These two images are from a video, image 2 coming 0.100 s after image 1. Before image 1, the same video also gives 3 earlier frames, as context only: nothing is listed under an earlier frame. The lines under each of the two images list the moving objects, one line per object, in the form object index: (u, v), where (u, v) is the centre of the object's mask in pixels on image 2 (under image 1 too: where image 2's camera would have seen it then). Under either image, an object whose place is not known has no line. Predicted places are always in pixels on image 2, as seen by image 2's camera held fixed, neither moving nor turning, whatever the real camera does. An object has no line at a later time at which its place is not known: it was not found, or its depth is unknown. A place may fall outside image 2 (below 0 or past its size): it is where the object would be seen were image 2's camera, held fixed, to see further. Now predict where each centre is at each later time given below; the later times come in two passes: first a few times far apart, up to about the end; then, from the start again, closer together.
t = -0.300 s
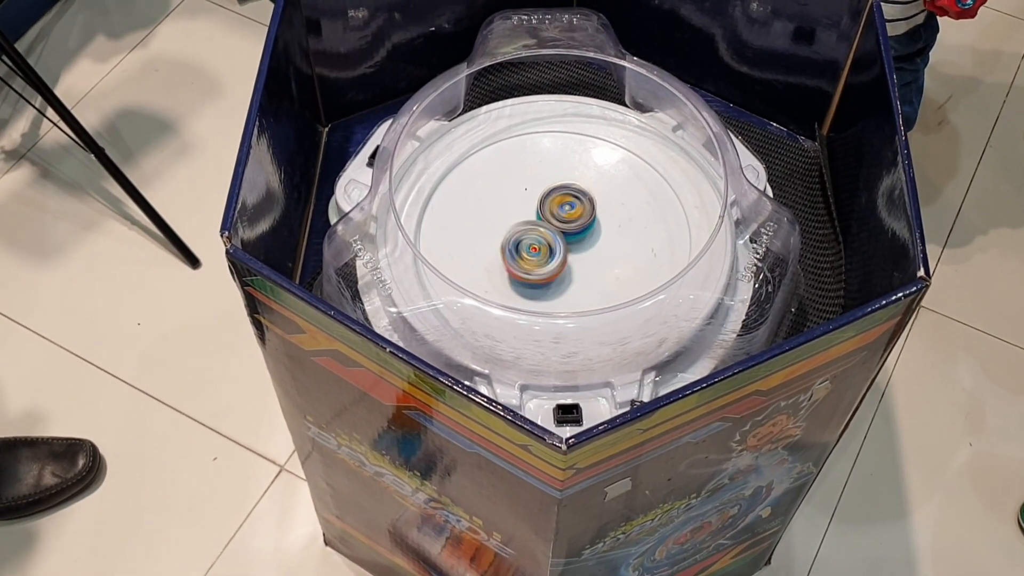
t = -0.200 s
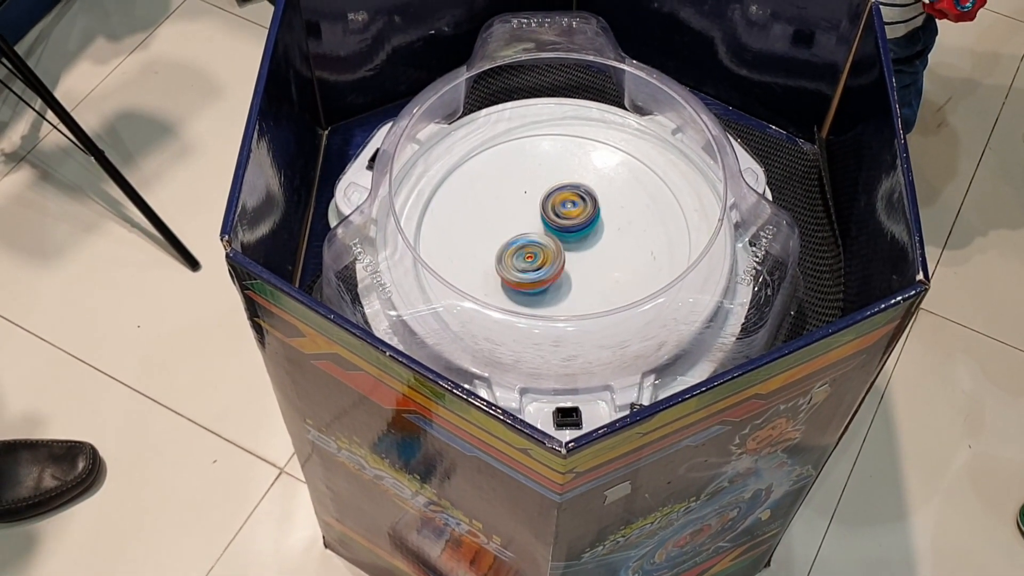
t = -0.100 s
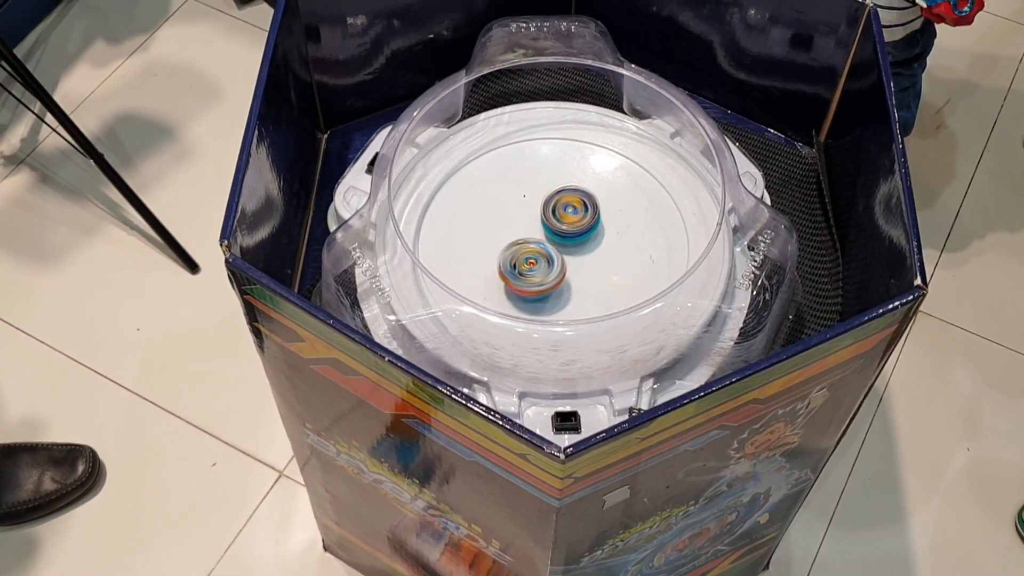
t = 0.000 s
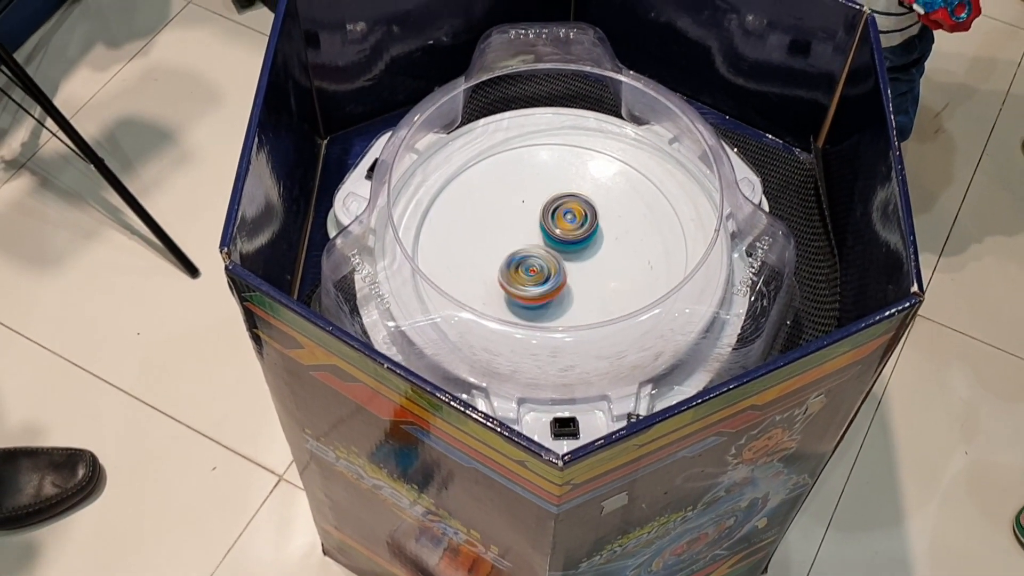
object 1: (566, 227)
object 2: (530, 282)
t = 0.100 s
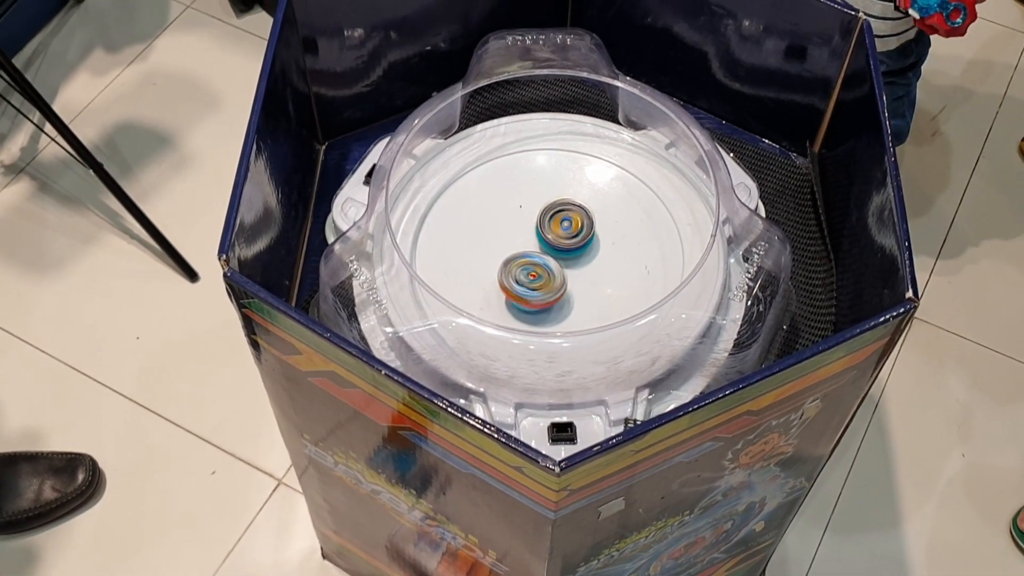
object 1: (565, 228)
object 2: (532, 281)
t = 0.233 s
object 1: (565, 230)
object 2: (538, 277)
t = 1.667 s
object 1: (541, 230)
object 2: (547, 280)
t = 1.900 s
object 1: (539, 224)
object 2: (544, 277)
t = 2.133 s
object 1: (540, 217)
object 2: (547, 278)
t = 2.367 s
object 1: (539, 219)
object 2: (551, 276)
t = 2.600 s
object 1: (539, 220)
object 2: (553, 272)
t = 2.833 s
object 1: (540, 213)
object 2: (558, 279)
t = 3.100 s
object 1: (542, 202)
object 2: (559, 274)
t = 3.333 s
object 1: (547, 209)
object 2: (565, 264)
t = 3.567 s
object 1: (518, 195)
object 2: (599, 283)
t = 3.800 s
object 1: (522, 236)
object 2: (586, 268)
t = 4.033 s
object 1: (517, 286)
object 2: (579, 248)
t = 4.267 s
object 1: (533, 291)
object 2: (562, 231)
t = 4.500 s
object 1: (543, 282)
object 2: (559, 226)
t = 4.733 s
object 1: (534, 271)
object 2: (550, 221)
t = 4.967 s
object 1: (517, 285)
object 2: (536, 204)
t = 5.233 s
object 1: (525, 270)
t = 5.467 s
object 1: (529, 279)
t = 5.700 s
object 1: (542, 280)
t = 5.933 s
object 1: (558, 279)
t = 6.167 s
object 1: (567, 260)
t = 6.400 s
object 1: (579, 247)
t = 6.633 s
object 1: (573, 251)
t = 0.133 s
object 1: (565, 229)
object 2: (532, 280)
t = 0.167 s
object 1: (564, 229)
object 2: (534, 279)
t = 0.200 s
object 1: (565, 230)
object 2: (535, 277)
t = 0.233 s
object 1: (565, 230)
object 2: (538, 277)
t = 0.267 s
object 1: (565, 230)
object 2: (538, 276)
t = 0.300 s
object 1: (566, 228)
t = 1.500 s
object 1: (537, 230)
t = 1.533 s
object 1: (538, 230)
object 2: (549, 283)
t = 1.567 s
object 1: (539, 230)
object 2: (548, 283)
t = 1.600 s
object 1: (540, 230)
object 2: (549, 282)
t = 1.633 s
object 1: (540, 230)
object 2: (548, 281)
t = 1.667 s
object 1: (541, 230)
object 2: (547, 280)
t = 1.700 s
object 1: (540, 229)
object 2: (546, 281)
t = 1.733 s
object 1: (540, 227)
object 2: (544, 279)
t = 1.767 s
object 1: (539, 226)
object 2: (545, 278)
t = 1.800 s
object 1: (540, 225)
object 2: (547, 277)
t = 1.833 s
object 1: (539, 225)
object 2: (546, 277)
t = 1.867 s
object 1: (540, 224)
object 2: (545, 277)
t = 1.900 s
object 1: (539, 224)
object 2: (544, 277)
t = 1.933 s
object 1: (540, 222)
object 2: (545, 275)
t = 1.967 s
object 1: (540, 223)
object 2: (546, 275)
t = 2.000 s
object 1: (541, 223)
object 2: (547, 275)
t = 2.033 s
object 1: (540, 223)
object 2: (547, 274)
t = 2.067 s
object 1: (541, 222)
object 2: (547, 273)
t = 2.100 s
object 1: (540, 220)
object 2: (548, 275)
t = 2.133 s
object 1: (540, 217)
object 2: (547, 278)
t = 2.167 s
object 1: (538, 216)
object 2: (546, 279)
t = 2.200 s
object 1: (538, 216)
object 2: (546, 278)
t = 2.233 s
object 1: (538, 217)
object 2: (548, 277)
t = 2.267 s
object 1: (538, 217)
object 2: (549, 277)
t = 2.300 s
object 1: (539, 218)
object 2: (549, 277)
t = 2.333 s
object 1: (539, 218)
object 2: (549, 277)
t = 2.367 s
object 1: (539, 219)
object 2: (551, 276)
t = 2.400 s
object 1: (539, 219)
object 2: (552, 275)
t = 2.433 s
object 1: (540, 220)
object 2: (553, 274)
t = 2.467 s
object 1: (539, 221)
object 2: (554, 273)
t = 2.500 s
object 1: (540, 222)
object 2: (554, 273)
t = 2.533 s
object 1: (540, 220)
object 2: (553, 275)
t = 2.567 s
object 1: (540, 220)
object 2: (551, 274)
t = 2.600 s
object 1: (539, 220)
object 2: (553, 272)
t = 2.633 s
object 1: (540, 220)
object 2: (555, 271)
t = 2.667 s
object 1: (540, 222)
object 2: (557, 272)
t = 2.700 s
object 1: (542, 222)
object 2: (557, 274)
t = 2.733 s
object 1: (540, 222)
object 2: (556, 273)
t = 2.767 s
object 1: (540, 222)
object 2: (556, 271)
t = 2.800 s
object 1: (539, 220)
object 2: (557, 275)
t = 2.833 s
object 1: (540, 213)
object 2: (558, 279)
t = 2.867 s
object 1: (539, 207)
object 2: (557, 281)
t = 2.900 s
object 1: (539, 204)
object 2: (556, 282)
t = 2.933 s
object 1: (538, 202)
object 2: (554, 281)
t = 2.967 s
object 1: (539, 201)
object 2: (556, 279)
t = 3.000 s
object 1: (539, 201)
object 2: (556, 277)
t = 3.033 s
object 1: (540, 202)
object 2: (557, 276)
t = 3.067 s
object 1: (541, 202)
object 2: (558, 275)
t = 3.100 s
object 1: (542, 202)
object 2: (559, 274)
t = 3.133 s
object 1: (543, 202)
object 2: (561, 274)
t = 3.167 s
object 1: (543, 202)
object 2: (563, 275)
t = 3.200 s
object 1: (544, 203)
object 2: (564, 273)
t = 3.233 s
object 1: (545, 204)
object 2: (564, 272)
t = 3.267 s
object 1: (545, 206)
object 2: (564, 269)
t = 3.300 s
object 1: (546, 207)
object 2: (564, 267)
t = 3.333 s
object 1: (547, 209)
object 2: (565, 264)
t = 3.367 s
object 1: (546, 213)
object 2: (567, 261)
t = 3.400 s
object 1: (539, 204)
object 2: (575, 270)
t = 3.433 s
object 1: (531, 195)
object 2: (581, 276)
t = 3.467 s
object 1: (524, 190)
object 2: (589, 280)
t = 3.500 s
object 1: (521, 189)
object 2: (594, 283)
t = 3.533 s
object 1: (518, 191)
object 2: (598, 282)
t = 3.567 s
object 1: (518, 195)
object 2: (599, 283)
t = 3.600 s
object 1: (520, 199)
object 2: (598, 283)
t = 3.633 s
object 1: (521, 203)
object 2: (595, 282)
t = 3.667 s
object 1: (522, 207)
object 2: (593, 280)
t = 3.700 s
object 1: (522, 214)
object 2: (590, 276)
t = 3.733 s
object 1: (523, 220)
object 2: (588, 274)
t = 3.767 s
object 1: (523, 228)
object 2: (587, 271)
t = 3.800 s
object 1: (522, 236)
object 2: (586, 268)
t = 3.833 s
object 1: (522, 245)
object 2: (585, 265)
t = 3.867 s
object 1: (520, 254)
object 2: (586, 260)
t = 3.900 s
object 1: (518, 261)
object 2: (586, 259)
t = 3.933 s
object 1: (517, 269)
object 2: (586, 257)
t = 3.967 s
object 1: (517, 276)
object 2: (585, 254)
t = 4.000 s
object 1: (518, 281)
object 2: (582, 251)
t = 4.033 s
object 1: (517, 286)
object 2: (579, 248)
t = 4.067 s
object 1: (519, 290)
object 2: (576, 245)
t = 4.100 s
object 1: (522, 293)
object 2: (573, 242)
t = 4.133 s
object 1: (523, 294)
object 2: (570, 239)
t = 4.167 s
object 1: (526, 294)
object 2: (568, 236)
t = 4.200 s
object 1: (528, 293)
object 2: (565, 233)
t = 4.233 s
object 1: (530, 293)
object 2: (564, 231)
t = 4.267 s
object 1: (533, 291)
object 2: (562, 231)
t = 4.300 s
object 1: (536, 289)
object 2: (562, 231)
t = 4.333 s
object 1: (539, 287)
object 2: (561, 232)
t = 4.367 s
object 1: (542, 285)
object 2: (561, 232)
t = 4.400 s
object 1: (544, 286)
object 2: (561, 230)
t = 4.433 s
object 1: (544, 285)
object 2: (561, 228)
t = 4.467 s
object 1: (543, 283)
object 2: (561, 227)
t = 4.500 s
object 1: (543, 282)
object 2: (559, 226)
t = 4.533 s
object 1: (541, 283)
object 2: (557, 224)
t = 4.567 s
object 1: (542, 282)
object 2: (556, 223)
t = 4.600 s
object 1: (542, 281)
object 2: (556, 222)
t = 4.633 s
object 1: (540, 280)
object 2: (556, 222)
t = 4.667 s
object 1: (537, 279)
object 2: (553, 221)
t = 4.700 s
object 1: (535, 275)
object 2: (552, 222)
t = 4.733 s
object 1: (534, 271)
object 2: (550, 221)
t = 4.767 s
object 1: (531, 277)
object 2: (547, 218)
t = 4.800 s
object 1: (529, 283)
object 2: (544, 212)
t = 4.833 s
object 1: (527, 286)
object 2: (542, 208)
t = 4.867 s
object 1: (525, 286)
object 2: (541, 205)
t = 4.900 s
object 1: (522, 286)
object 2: (539, 203)
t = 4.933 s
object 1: (519, 286)
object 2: (537, 204)
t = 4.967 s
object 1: (517, 285)
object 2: (536, 204)
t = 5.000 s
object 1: (514, 283)
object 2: (536, 207)
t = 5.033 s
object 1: (514, 281)
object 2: (536, 208)
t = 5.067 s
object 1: (516, 279)
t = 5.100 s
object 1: (519, 275)
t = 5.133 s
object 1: (522, 270)
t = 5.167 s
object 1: (522, 266)
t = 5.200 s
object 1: (522, 268)
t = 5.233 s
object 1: (525, 270)
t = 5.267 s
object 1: (527, 271)
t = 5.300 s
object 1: (529, 272)
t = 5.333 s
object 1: (530, 273)
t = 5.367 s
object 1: (529, 274)
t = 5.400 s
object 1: (530, 276)
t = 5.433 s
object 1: (529, 277)
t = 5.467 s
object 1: (529, 279)
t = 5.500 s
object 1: (529, 280)
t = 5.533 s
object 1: (530, 281)
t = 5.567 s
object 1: (531, 280)
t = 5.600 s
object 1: (533, 278)
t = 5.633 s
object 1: (535, 278)
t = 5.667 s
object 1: (539, 279)
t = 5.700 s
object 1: (542, 280)
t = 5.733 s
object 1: (546, 281)
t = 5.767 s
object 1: (549, 281)
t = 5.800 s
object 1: (551, 282)
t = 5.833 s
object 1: (554, 281)
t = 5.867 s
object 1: (555, 280)
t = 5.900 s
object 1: (556, 280)
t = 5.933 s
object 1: (558, 279)
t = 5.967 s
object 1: (558, 277)
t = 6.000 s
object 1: (558, 275)
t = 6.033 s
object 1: (559, 272)
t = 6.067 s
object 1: (560, 269)
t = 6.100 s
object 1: (561, 265)
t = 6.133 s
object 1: (563, 263)
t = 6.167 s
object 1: (567, 260)
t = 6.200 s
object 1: (569, 257)
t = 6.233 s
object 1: (571, 254)
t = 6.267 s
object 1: (572, 252)
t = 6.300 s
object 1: (575, 249)
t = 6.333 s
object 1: (577, 248)
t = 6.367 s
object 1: (578, 247)
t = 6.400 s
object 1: (579, 247)
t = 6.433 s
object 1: (579, 247)
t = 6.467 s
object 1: (577, 247)
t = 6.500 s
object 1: (576, 248)
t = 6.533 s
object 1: (575, 249)
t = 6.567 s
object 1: (574, 250)
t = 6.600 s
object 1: (573, 251)
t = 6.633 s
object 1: (573, 251)
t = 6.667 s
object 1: (573, 251)
